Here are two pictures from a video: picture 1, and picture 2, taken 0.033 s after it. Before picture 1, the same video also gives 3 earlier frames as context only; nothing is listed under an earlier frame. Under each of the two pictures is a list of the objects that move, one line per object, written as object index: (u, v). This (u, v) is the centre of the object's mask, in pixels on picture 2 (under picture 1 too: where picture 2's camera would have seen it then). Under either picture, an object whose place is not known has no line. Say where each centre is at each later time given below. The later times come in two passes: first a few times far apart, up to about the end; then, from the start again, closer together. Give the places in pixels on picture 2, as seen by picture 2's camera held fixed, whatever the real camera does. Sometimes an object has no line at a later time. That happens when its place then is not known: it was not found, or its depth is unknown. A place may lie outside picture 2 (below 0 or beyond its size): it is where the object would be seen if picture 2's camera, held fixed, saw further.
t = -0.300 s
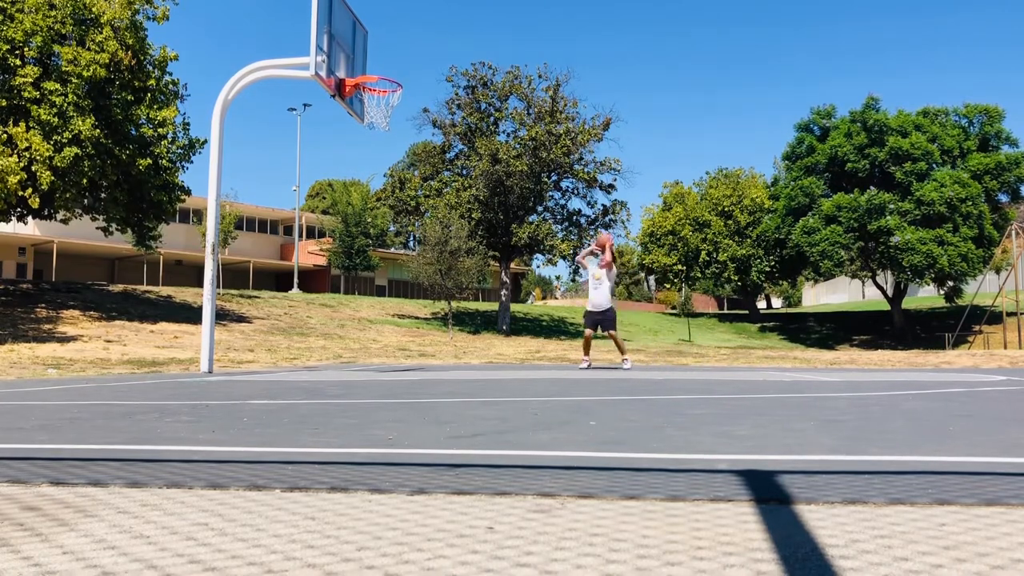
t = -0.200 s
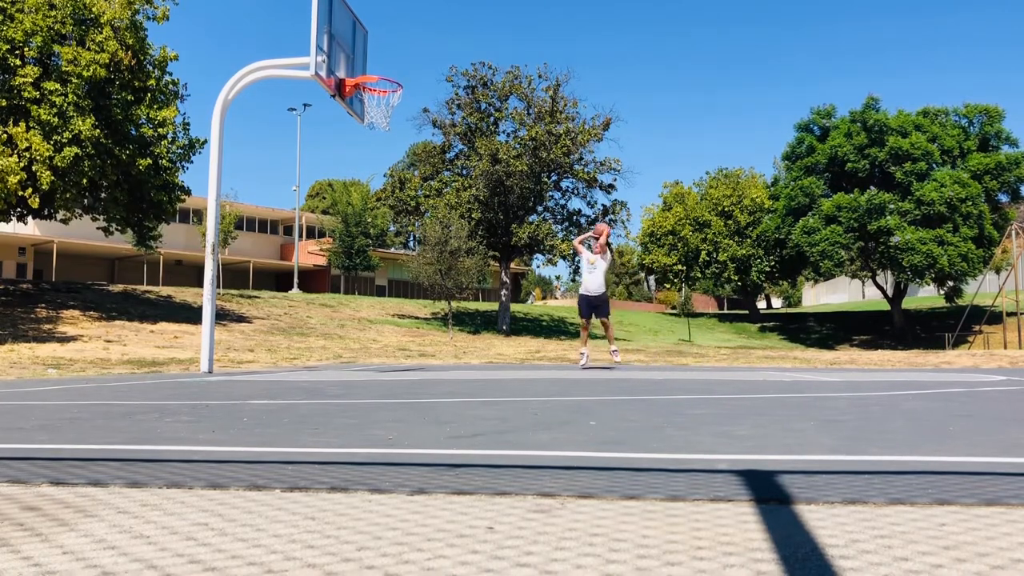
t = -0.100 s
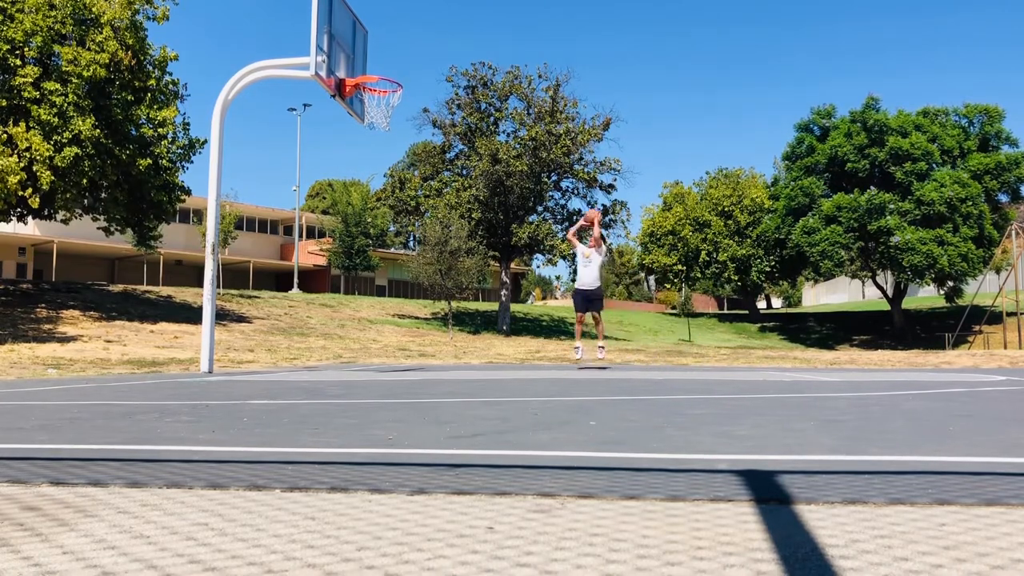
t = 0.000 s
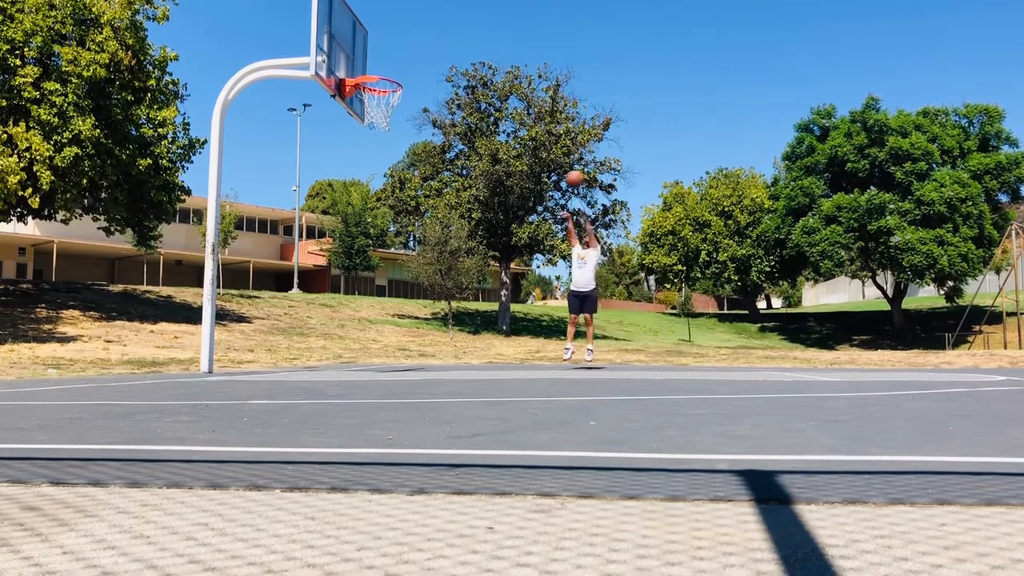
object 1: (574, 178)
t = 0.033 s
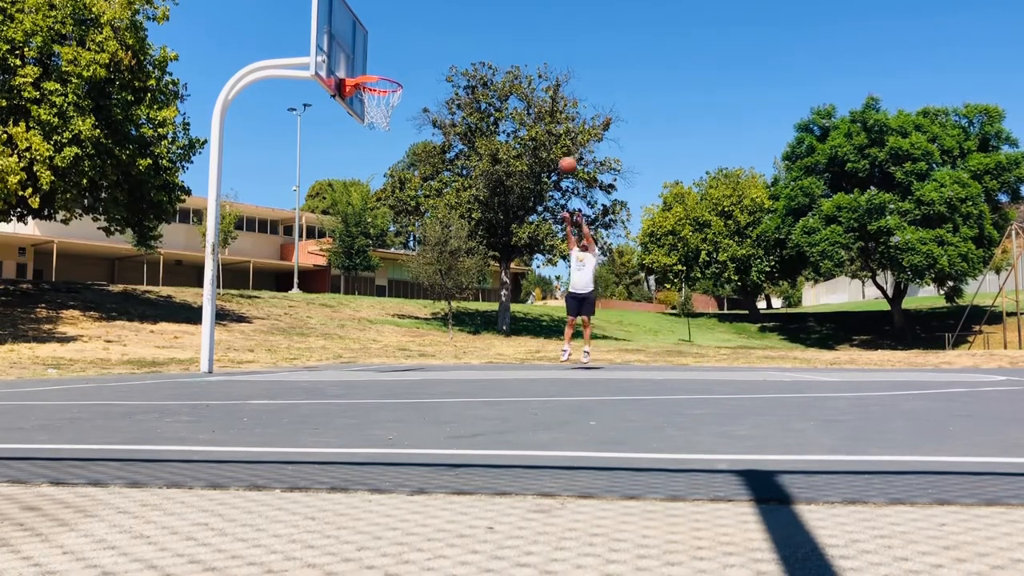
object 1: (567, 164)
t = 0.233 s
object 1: (525, 100)
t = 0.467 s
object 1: (469, 56)
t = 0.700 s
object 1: (402, 57)
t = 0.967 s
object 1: (354, 51)
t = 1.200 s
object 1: (318, 85)
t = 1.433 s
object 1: (277, 188)
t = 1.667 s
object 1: (228, 360)
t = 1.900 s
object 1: (188, 218)
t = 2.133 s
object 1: (143, 136)
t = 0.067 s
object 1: (560, 152)
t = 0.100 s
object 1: (554, 140)
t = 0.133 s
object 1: (546, 128)
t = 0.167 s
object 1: (540, 118)
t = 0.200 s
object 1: (532, 108)
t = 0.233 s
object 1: (525, 100)
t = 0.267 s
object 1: (518, 91)
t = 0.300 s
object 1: (510, 83)
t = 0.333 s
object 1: (502, 76)
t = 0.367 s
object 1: (494, 70)
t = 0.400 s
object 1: (485, 65)
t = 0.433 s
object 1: (477, 60)
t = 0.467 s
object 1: (469, 56)
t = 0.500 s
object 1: (460, 54)
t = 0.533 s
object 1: (450, 52)
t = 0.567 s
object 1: (441, 51)
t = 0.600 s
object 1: (432, 51)
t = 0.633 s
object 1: (422, 52)
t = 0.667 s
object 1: (412, 54)
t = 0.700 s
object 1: (402, 57)
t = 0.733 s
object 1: (392, 61)
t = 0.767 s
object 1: (382, 66)
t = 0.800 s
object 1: (378, 62)
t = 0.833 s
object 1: (373, 57)
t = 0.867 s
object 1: (369, 54)
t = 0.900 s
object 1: (364, 52)
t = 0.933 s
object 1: (359, 51)
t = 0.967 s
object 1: (354, 51)
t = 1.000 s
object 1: (349, 52)
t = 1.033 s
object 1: (345, 54)
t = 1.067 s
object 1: (340, 57)
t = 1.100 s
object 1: (335, 62)
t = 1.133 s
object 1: (329, 68)
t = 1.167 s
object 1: (324, 75)
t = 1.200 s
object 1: (318, 85)
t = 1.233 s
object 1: (313, 94)
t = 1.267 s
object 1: (307, 106)
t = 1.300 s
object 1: (301, 119)
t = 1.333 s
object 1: (295, 134)
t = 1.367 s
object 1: (289, 150)
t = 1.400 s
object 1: (283, 168)
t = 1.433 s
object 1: (277, 188)
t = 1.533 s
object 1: (257, 257)
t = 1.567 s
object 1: (249, 287)
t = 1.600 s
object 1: (241, 318)
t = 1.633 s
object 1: (233, 350)
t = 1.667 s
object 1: (228, 360)
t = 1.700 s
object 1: (222, 336)
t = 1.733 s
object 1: (216, 314)
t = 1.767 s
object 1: (211, 292)
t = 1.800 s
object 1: (205, 269)
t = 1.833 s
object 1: (201, 251)
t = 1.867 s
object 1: (194, 234)
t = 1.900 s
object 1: (188, 218)
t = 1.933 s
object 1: (182, 201)
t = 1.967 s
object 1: (177, 187)
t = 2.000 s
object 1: (171, 174)
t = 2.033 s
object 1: (164, 163)
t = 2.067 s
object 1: (157, 152)
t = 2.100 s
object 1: (151, 143)
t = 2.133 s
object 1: (143, 136)
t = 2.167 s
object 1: (137, 130)
